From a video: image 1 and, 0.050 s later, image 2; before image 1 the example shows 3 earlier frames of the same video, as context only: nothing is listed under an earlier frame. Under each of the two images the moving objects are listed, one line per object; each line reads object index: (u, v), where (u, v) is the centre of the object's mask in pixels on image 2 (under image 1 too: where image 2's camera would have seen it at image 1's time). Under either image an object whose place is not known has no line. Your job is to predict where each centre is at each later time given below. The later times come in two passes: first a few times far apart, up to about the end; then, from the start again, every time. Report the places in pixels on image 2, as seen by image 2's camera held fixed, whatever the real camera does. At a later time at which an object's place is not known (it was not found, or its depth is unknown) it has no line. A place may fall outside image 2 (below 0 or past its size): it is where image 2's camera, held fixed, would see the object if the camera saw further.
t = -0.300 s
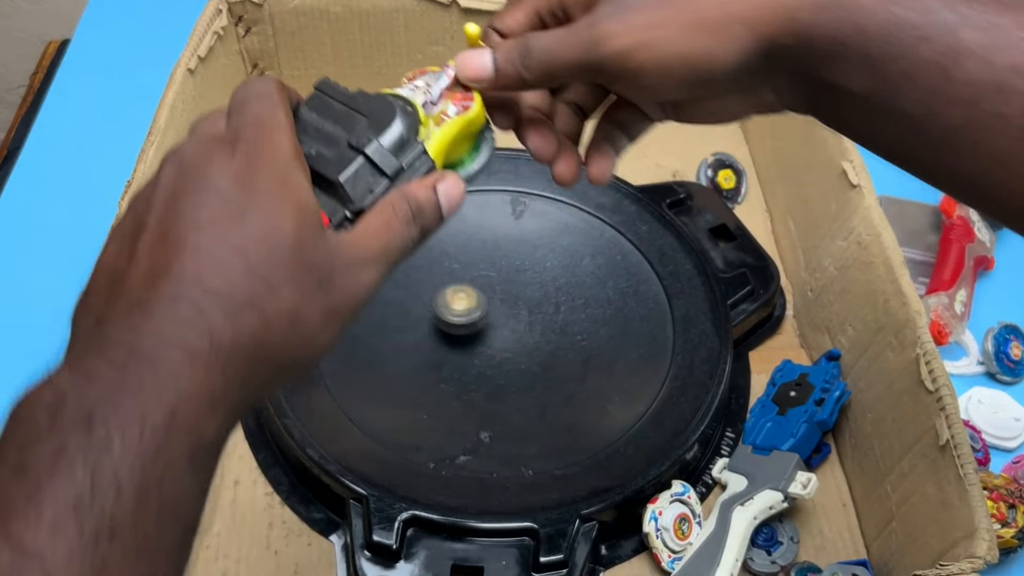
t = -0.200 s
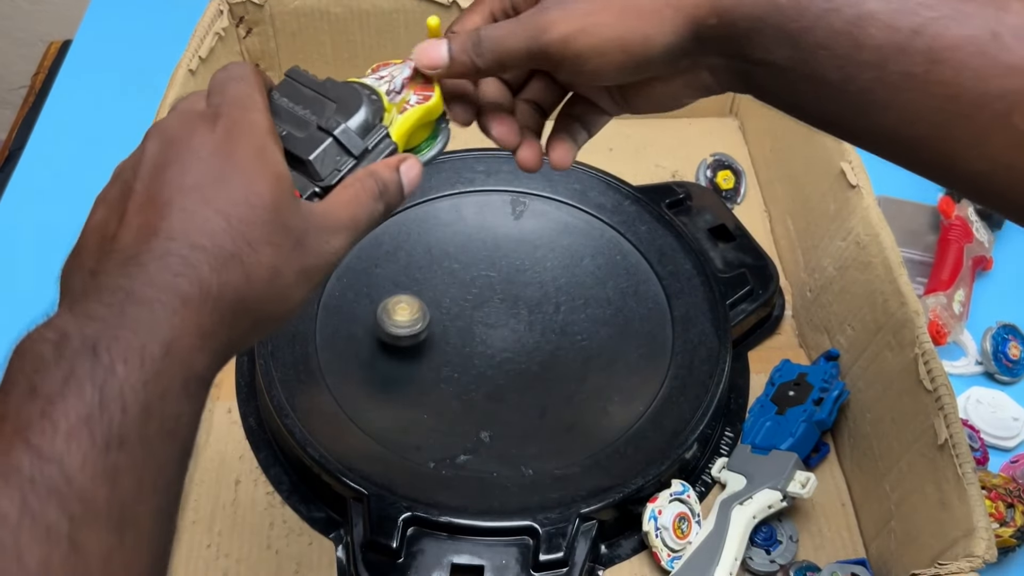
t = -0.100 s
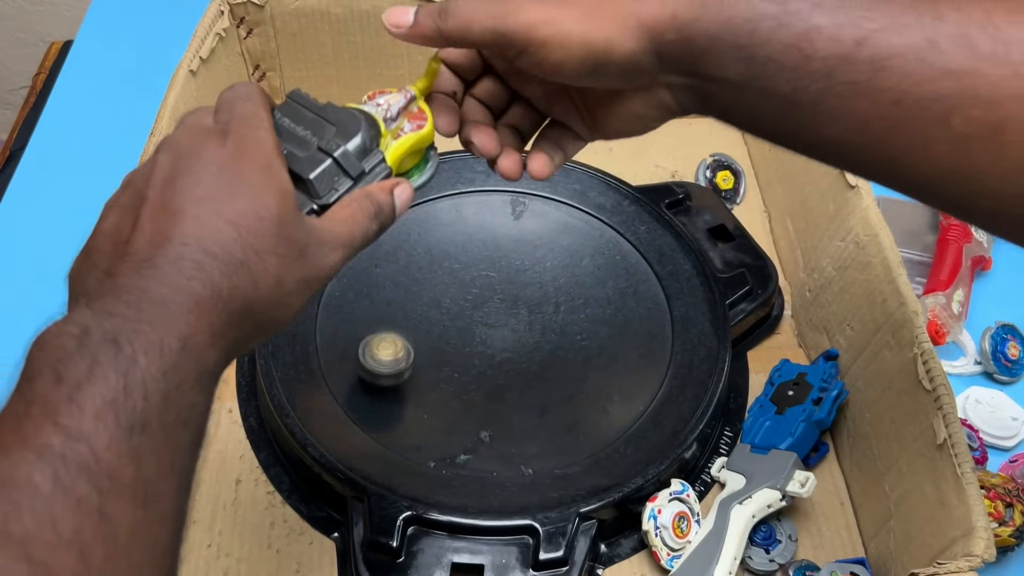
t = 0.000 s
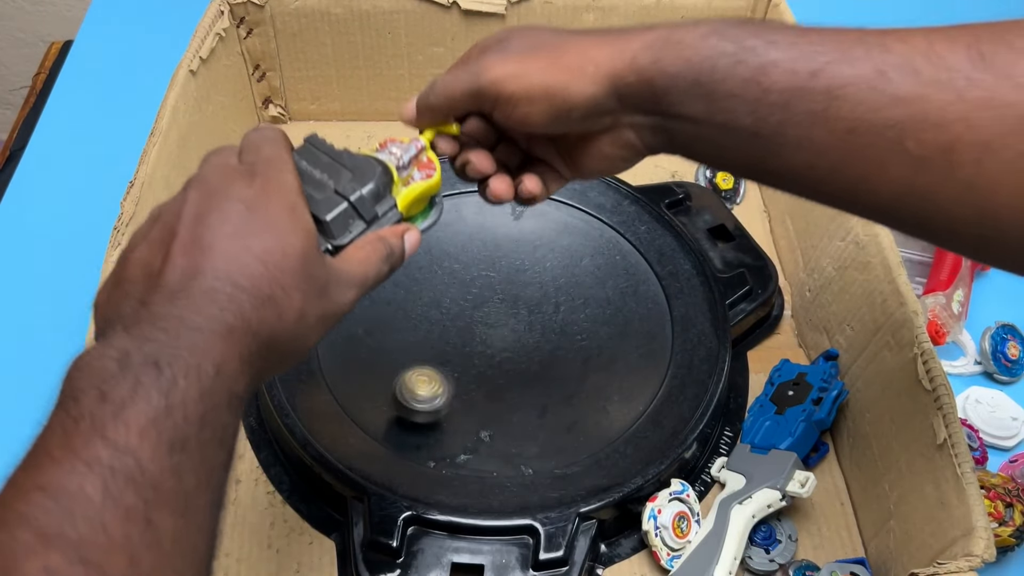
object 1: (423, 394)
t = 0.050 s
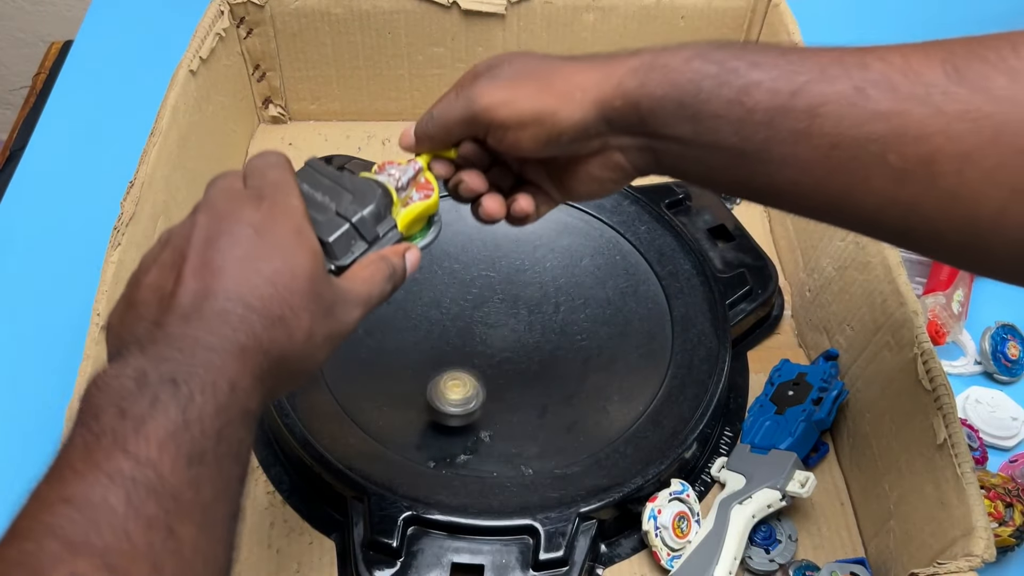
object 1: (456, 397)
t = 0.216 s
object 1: (528, 331)
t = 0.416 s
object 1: (496, 244)
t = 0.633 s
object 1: (410, 257)
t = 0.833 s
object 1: (452, 320)
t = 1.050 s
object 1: (549, 277)
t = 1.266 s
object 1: (499, 233)
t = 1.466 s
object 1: (486, 310)
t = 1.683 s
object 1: (597, 331)
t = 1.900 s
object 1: (588, 262)
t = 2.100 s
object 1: (487, 302)
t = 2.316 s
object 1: (508, 401)
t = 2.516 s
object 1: (608, 370)
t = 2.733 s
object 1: (529, 287)
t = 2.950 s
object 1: (402, 321)
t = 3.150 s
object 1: (442, 402)
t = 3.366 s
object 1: (534, 343)
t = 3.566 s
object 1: (366, 365)
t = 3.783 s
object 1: (375, 395)
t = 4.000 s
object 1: (444, 378)
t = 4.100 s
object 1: (449, 338)
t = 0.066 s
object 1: (468, 395)
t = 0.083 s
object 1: (478, 393)
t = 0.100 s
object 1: (488, 388)
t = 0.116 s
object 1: (497, 382)
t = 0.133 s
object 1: (506, 375)
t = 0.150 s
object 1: (512, 368)
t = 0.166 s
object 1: (518, 358)
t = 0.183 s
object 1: (523, 349)
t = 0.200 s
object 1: (527, 340)
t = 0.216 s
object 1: (528, 331)
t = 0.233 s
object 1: (528, 321)
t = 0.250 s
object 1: (528, 310)
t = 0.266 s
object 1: (525, 302)
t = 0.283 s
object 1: (523, 292)
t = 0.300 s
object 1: (521, 283)
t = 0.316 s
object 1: (519, 275)
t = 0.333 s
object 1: (515, 268)
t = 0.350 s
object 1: (512, 262)
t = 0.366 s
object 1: (509, 255)
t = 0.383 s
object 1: (505, 251)
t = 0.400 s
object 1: (501, 247)
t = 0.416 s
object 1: (496, 244)
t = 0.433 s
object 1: (490, 241)
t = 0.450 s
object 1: (484, 240)
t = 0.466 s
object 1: (479, 241)
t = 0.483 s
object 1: (472, 240)
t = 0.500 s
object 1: (465, 242)
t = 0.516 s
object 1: (456, 241)
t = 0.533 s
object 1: (449, 242)
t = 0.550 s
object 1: (442, 243)
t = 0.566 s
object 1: (435, 244)
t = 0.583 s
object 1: (428, 246)
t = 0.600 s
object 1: (421, 248)
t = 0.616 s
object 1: (415, 252)
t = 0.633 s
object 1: (410, 257)
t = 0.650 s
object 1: (406, 262)
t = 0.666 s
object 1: (404, 267)
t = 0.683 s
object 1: (404, 273)
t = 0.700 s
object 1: (404, 279)
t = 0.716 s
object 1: (405, 285)
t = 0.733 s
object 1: (408, 292)
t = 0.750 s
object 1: (413, 298)
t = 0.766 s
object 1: (419, 304)
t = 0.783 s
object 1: (426, 310)
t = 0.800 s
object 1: (434, 314)
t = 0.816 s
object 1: (443, 317)
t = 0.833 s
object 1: (452, 320)
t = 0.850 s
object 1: (462, 321)
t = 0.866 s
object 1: (471, 322)
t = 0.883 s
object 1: (481, 320)
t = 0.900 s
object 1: (491, 320)
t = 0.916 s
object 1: (501, 317)
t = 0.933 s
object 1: (509, 315)
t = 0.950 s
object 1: (518, 310)
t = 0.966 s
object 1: (525, 306)
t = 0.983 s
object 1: (532, 301)
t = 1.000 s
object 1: (538, 295)
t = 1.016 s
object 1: (543, 289)
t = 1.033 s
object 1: (546, 283)
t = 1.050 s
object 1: (549, 277)
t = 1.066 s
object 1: (550, 271)
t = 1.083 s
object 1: (550, 264)
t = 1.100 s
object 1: (549, 257)
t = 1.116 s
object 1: (548, 251)
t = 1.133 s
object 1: (545, 247)
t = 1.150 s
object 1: (540, 242)
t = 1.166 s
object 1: (536, 238)
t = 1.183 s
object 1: (531, 234)
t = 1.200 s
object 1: (525, 232)
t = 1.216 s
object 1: (519, 231)
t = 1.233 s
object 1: (513, 230)
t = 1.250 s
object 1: (506, 231)
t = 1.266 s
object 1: (499, 233)
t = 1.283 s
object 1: (492, 236)
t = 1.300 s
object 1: (487, 240)
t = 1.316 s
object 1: (481, 245)
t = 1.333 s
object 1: (477, 252)
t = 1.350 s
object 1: (474, 258)
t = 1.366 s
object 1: (472, 266)
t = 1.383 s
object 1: (471, 273)
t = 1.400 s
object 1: (473, 280)
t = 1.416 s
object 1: (475, 289)
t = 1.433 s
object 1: (478, 296)
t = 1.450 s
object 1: (481, 303)
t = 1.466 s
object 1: (486, 310)
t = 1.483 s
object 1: (493, 318)
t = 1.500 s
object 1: (501, 323)
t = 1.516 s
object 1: (508, 329)
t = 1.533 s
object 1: (516, 333)
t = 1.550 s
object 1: (525, 337)
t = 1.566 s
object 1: (534, 340)
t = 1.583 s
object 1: (544, 341)
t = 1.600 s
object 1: (553, 342)
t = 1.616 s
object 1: (563, 342)
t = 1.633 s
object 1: (572, 341)
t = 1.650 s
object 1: (582, 338)
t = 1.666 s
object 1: (590, 335)
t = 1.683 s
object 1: (597, 331)
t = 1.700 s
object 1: (603, 327)
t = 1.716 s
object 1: (608, 321)
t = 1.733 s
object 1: (613, 315)
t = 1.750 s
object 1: (616, 308)
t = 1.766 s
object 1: (618, 303)
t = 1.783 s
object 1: (618, 297)
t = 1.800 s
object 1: (617, 290)
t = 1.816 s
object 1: (615, 284)
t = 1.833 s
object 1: (611, 278)
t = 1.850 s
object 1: (607, 274)
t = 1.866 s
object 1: (602, 269)
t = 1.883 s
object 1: (596, 265)
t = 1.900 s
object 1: (588, 262)
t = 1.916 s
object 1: (580, 261)
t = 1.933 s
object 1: (571, 260)
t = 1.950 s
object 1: (562, 260)
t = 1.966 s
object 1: (552, 261)
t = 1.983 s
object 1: (542, 261)
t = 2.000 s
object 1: (533, 266)
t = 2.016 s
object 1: (523, 271)
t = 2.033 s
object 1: (515, 275)
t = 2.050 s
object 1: (508, 281)
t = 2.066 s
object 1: (500, 287)
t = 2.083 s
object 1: (494, 294)
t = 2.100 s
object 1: (487, 302)
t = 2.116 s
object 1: (482, 311)
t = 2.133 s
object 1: (478, 319)
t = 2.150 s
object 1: (475, 327)
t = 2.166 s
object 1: (473, 336)
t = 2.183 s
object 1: (473, 345)
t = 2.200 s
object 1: (473, 353)
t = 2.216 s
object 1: (474, 362)
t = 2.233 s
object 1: (477, 370)
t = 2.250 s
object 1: (480, 378)
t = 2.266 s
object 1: (486, 384)
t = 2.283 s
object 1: (492, 391)
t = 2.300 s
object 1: (500, 396)
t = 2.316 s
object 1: (508, 401)
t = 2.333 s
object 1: (517, 404)
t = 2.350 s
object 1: (527, 407)
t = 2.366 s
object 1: (537, 407)
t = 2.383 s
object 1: (549, 407)
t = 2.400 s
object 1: (559, 406)
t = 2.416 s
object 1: (568, 404)
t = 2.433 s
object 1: (577, 401)
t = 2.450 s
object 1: (585, 396)
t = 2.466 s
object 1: (593, 390)
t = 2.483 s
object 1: (600, 383)
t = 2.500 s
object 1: (605, 377)
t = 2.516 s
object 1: (608, 370)
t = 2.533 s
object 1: (609, 362)
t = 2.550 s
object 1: (609, 353)
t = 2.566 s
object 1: (608, 345)
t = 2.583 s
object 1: (605, 336)
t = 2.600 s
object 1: (601, 329)
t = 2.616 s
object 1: (596, 321)
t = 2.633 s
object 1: (588, 314)
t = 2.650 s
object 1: (580, 308)
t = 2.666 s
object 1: (571, 302)
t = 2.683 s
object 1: (562, 296)
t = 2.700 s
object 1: (552, 292)
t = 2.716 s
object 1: (541, 289)
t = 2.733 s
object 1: (529, 287)
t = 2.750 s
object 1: (518, 285)
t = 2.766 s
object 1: (506, 283)
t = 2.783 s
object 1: (495, 283)
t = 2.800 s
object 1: (484, 284)
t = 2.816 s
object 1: (472, 285)
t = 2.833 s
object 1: (461, 287)
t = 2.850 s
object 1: (450, 290)
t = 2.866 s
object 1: (440, 293)
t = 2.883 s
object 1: (431, 297)
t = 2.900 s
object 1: (421, 302)
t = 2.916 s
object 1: (414, 308)
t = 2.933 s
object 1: (407, 314)
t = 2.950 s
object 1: (402, 321)
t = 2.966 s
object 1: (397, 328)
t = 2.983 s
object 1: (394, 336)
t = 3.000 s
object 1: (393, 344)
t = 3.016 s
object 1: (393, 352)
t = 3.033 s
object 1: (395, 360)
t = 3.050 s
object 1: (398, 368)
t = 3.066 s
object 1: (402, 376)
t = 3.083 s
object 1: (407, 383)
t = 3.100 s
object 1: (414, 389)
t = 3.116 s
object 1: (422, 395)
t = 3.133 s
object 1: (431, 399)
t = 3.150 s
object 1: (442, 402)
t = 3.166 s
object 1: (453, 404)
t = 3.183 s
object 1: (464, 405)
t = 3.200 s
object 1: (474, 405)
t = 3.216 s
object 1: (486, 402)
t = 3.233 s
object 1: (496, 399)
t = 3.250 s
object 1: (505, 393)
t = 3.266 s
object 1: (514, 387)
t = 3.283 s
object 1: (522, 380)
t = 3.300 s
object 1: (528, 373)
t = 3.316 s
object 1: (533, 366)
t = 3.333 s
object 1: (536, 358)
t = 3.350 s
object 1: (539, 350)
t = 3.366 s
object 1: (534, 343)
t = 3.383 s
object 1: (517, 344)
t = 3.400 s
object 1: (501, 347)
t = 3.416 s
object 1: (485, 349)
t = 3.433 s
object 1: (467, 350)
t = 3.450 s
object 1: (451, 352)
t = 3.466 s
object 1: (435, 353)
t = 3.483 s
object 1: (420, 355)
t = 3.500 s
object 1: (407, 357)
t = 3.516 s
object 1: (394, 359)
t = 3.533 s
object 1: (383, 361)
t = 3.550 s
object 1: (374, 363)
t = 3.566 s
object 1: (366, 365)
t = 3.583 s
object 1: (361, 367)
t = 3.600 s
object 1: (356, 370)
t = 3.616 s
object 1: (354, 372)
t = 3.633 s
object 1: (353, 374)
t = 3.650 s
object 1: (353, 376)
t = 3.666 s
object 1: (353, 379)
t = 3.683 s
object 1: (355, 381)
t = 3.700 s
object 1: (357, 384)
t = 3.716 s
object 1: (359, 385)
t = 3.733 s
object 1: (362, 388)
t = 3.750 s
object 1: (366, 390)
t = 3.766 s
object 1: (370, 393)
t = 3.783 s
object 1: (375, 395)
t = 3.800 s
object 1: (379, 398)
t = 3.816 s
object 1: (384, 400)
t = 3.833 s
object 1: (389, 403)
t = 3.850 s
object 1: (394, 404)
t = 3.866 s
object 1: (400, 405)
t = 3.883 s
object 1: (406, 404)
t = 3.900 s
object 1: (412, 403)
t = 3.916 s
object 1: (419, 401)
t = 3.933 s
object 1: (425, 398)
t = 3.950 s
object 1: (430, 394)
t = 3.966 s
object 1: (436, 389)
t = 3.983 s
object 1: (440, 384)
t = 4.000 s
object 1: (444, 378)
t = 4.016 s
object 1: (446, 372)
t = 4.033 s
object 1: (448, 366)
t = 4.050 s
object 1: (449, 359)
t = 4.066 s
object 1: (449, 352)
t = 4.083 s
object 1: (449, 345)
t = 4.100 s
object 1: (449, 338)
